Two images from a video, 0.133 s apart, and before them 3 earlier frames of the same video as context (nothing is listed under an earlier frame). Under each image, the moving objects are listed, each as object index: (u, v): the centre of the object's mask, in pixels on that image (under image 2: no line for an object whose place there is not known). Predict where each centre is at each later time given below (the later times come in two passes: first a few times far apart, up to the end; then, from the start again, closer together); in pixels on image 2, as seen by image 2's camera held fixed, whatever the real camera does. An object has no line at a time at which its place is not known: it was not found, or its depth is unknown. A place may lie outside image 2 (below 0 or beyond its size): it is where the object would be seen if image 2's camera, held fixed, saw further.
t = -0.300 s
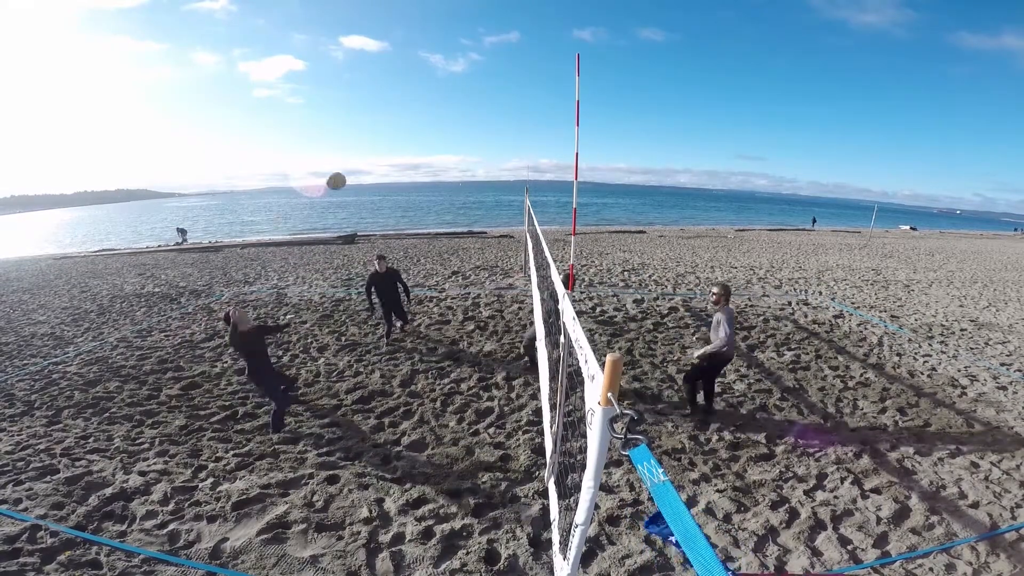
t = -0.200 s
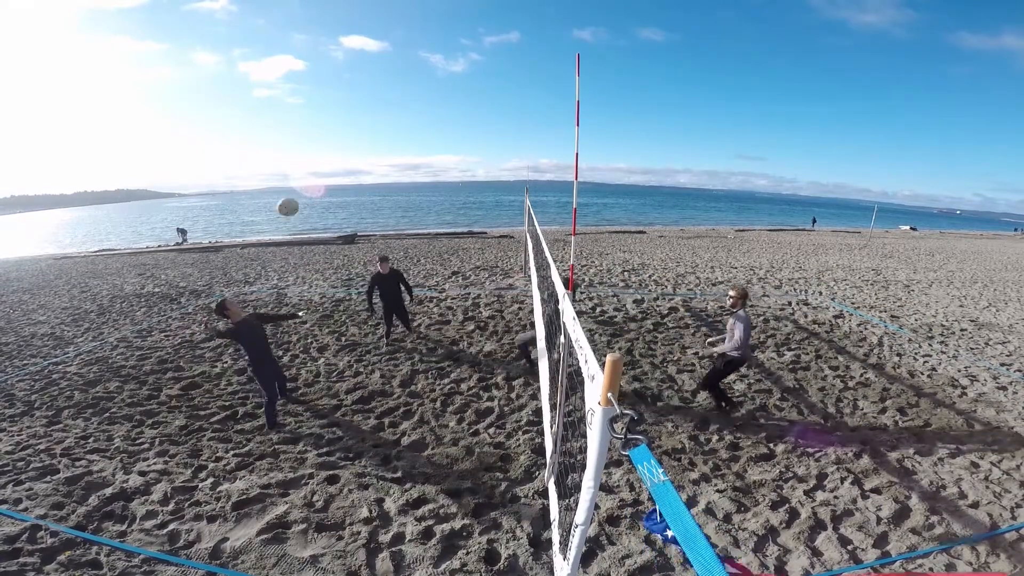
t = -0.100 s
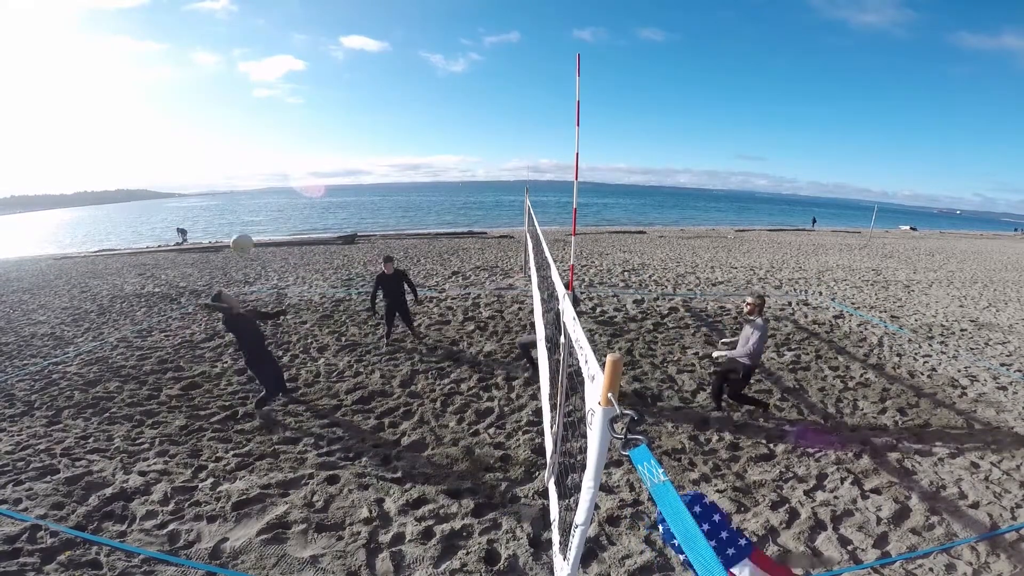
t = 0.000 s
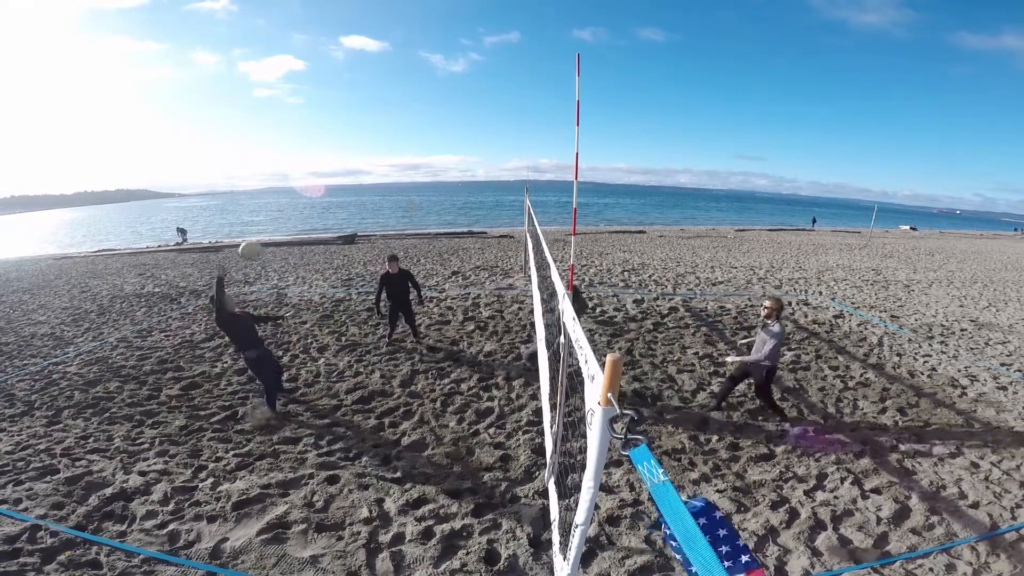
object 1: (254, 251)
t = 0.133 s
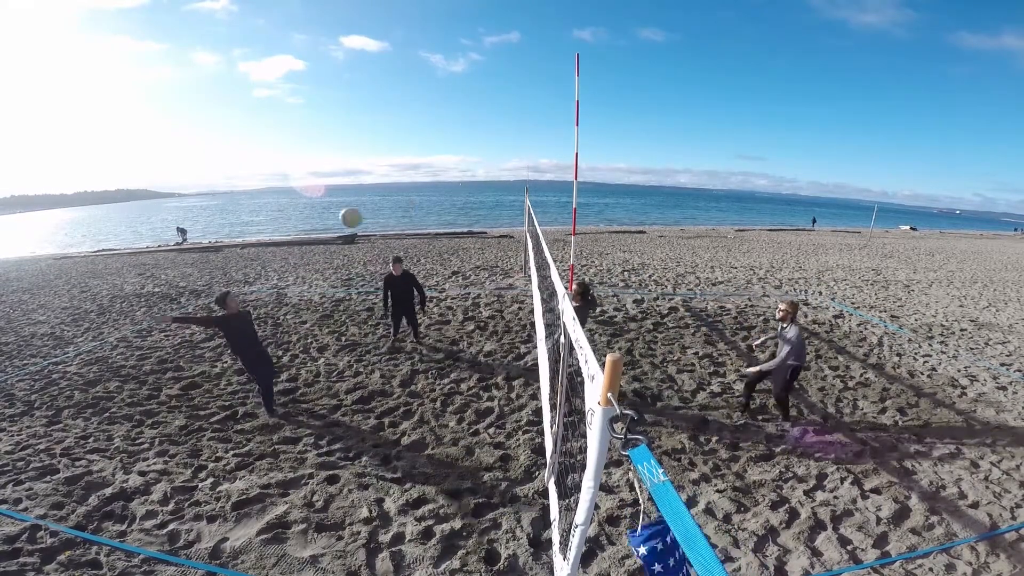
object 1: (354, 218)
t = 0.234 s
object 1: (435, 204)
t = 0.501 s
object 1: (642, 219)
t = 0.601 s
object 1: (712, 241)
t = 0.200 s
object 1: (408, 208)
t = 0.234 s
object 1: (435, 204)
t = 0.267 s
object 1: (462, 201)
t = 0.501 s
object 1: (642, 219)
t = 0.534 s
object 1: (666, 226)
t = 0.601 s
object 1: (712, 241)
